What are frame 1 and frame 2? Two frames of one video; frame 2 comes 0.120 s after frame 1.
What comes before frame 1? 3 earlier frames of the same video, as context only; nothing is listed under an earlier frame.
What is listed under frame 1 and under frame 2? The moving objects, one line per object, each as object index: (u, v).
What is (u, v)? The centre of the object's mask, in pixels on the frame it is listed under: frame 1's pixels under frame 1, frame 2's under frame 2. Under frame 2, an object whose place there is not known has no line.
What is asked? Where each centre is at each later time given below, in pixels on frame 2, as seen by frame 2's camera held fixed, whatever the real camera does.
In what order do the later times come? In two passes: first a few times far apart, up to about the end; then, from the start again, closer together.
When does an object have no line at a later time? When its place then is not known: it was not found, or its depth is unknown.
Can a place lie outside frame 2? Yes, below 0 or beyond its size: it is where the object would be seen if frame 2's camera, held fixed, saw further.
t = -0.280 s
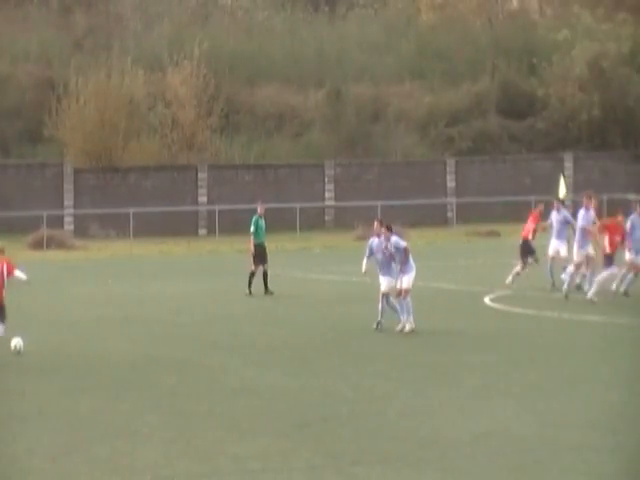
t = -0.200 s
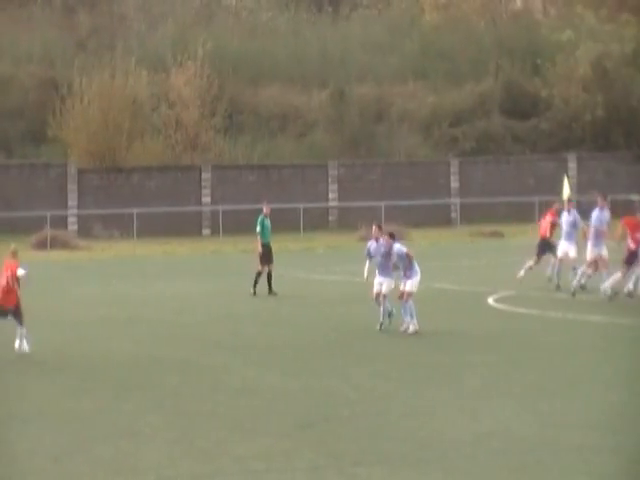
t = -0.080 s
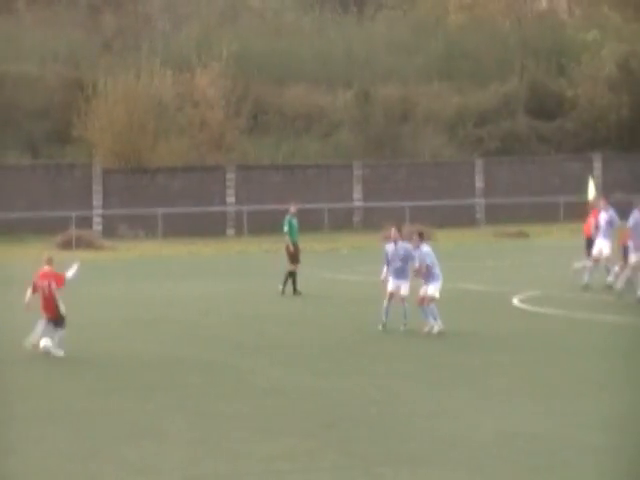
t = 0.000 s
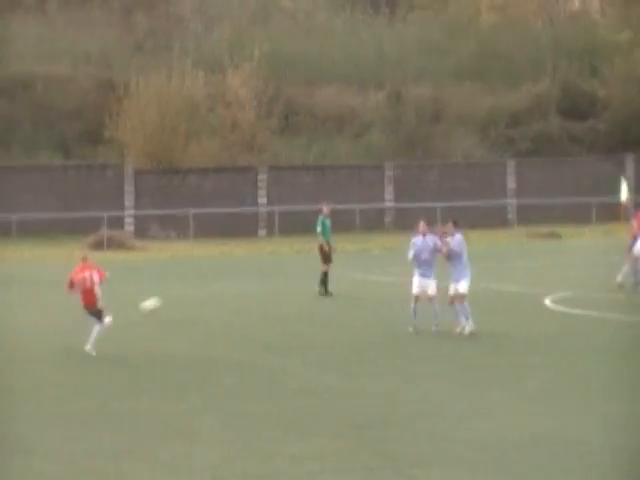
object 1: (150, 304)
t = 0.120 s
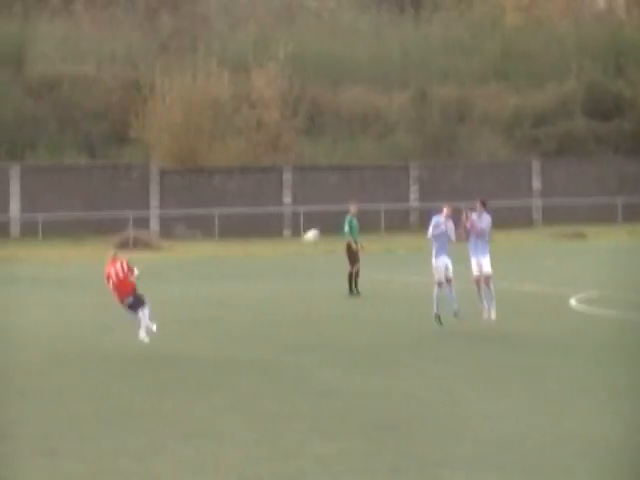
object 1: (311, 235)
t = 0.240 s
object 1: (434, 183)
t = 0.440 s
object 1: (627, 120)
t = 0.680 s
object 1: (843, 82)
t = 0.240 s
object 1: (434, 183)
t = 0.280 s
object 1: (474, 168)
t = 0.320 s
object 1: (512, 154)
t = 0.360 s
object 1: (551, 142)
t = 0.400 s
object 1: (589, 130)
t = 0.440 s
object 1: (627, 120)
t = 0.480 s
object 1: (662, 111)
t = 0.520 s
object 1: (699, 104)
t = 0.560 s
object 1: (735, 97)
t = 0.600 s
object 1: (771, 91)
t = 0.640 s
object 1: (807, 86)
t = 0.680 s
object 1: (843, 82)
